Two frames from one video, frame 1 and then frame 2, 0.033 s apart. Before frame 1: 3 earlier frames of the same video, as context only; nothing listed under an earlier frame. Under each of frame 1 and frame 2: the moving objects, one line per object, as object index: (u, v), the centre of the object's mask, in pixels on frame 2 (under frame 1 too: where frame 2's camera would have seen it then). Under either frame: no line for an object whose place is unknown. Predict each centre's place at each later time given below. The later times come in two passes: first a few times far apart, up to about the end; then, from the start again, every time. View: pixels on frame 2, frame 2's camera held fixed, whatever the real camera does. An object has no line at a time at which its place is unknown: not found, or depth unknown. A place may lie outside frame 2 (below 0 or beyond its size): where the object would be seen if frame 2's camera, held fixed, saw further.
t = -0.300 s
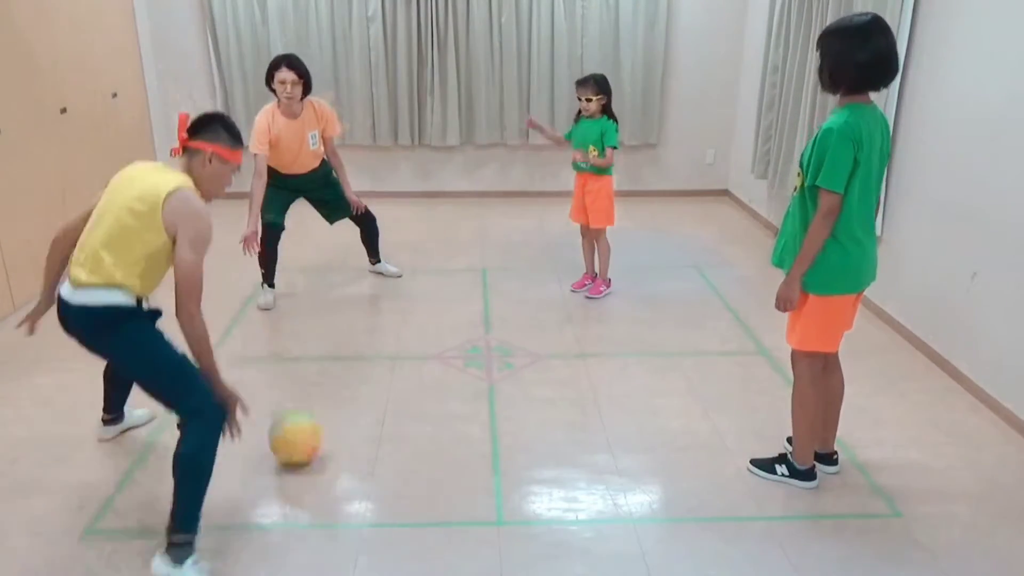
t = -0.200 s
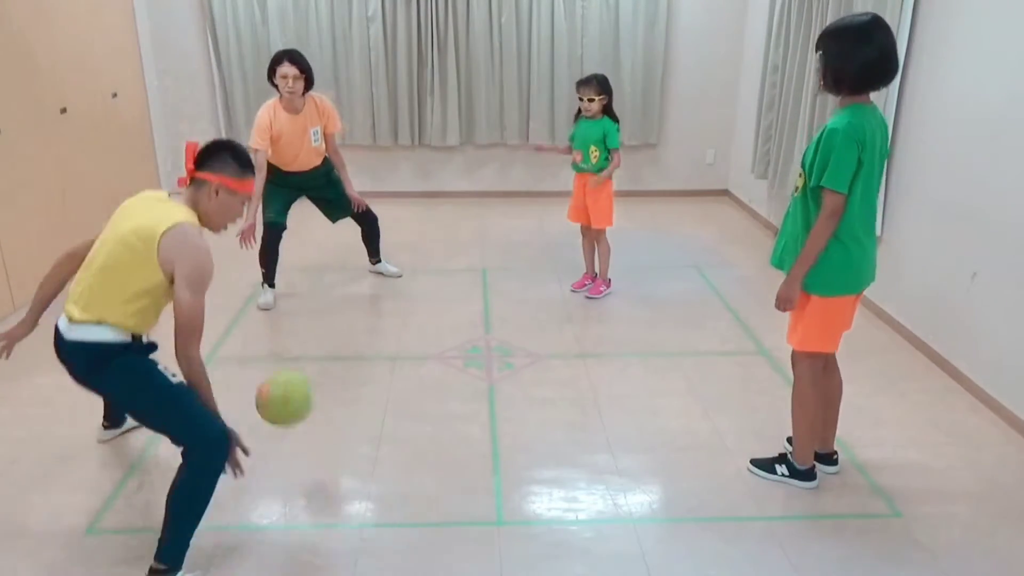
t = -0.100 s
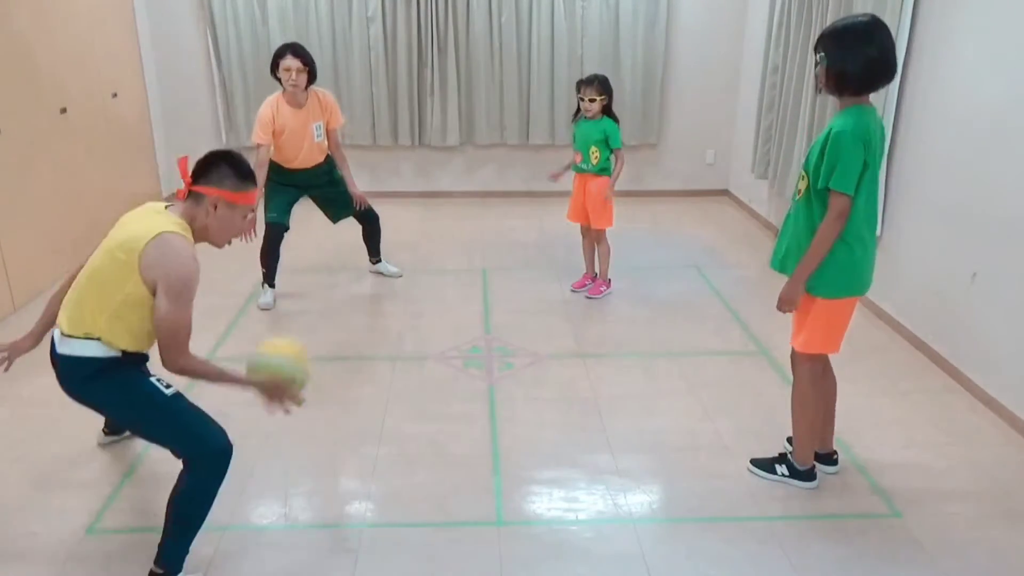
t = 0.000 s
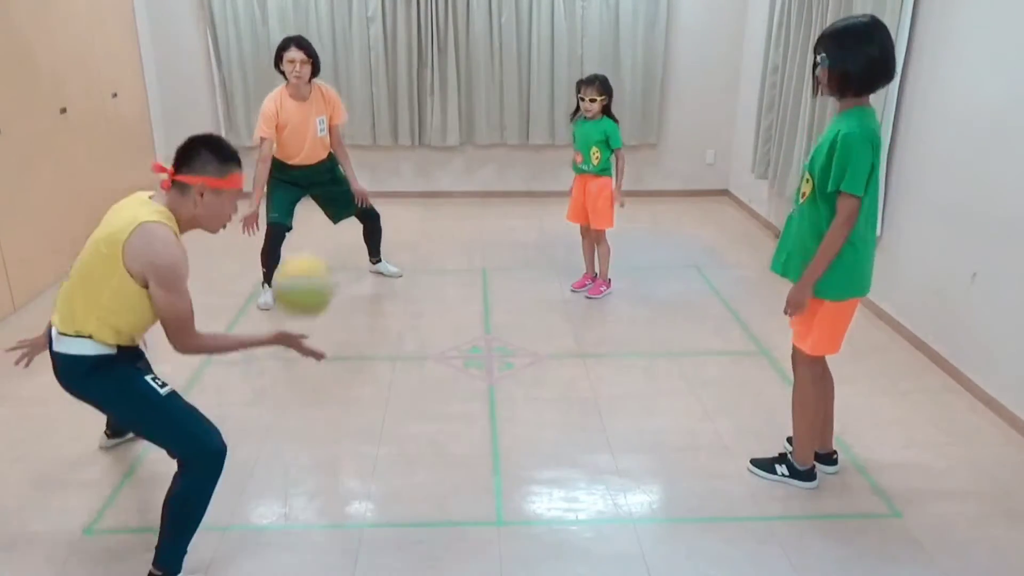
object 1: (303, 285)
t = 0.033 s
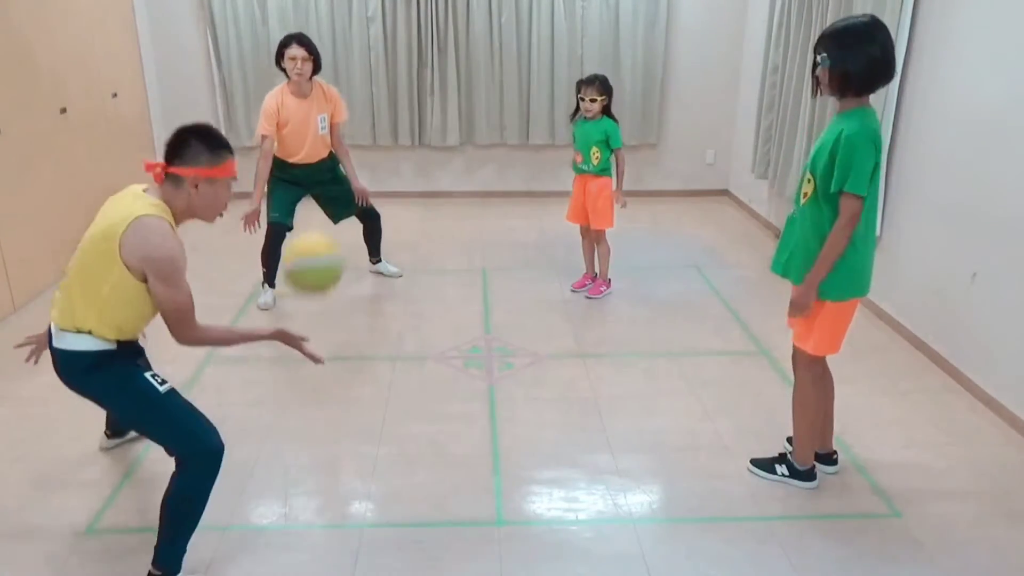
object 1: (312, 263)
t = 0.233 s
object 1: (371, 199)
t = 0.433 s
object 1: (429, 244)
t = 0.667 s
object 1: (486, 397)
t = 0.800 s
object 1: (502, 304)
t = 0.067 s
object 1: (322, 244)
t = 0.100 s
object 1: (331, 229)
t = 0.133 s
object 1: (341, 216)
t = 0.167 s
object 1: (351, 207)
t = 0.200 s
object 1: (360, 202)
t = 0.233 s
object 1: (371, 199)
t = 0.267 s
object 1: (380, 199)
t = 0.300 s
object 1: (391, 202)
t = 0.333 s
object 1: (400, 208)
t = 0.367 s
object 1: (410, 218)
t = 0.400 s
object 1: (419, 230)
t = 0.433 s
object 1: (429, 244)
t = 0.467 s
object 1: (437, 261)
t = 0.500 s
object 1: (446, 280)
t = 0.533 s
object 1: (455, 300)
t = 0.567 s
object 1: (463, 323)
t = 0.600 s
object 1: (472, 349)
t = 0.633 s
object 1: (479, 374)
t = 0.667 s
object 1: (486, 397)
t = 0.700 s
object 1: (488, 370)
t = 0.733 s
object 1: (494, 346)
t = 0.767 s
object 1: (498, 324)
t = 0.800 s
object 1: (502, 304)
